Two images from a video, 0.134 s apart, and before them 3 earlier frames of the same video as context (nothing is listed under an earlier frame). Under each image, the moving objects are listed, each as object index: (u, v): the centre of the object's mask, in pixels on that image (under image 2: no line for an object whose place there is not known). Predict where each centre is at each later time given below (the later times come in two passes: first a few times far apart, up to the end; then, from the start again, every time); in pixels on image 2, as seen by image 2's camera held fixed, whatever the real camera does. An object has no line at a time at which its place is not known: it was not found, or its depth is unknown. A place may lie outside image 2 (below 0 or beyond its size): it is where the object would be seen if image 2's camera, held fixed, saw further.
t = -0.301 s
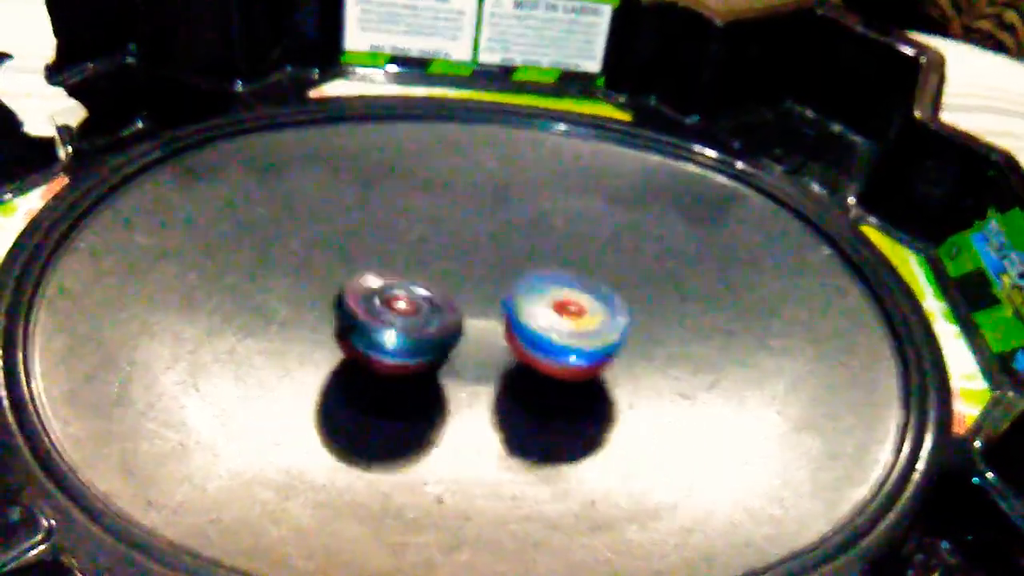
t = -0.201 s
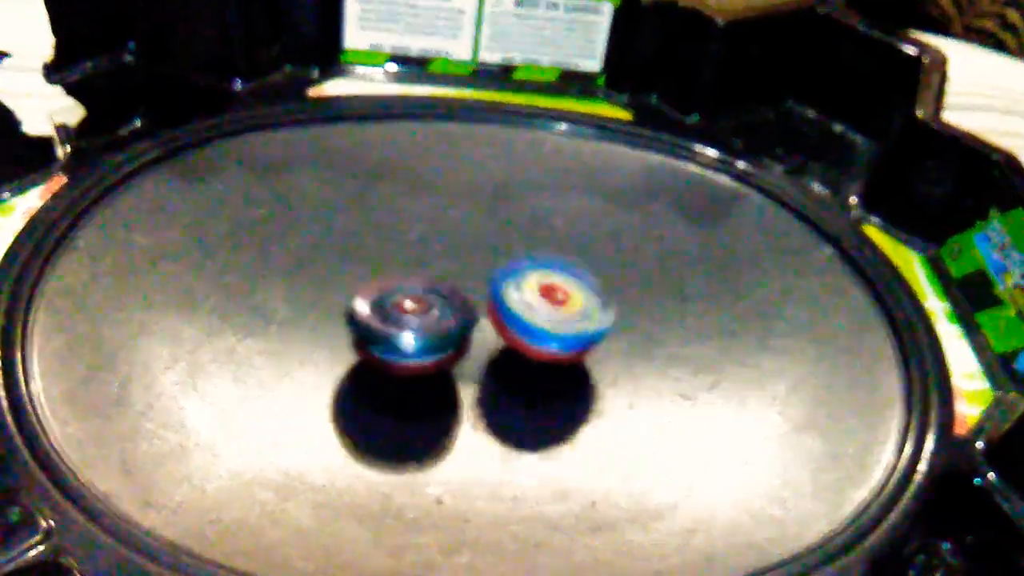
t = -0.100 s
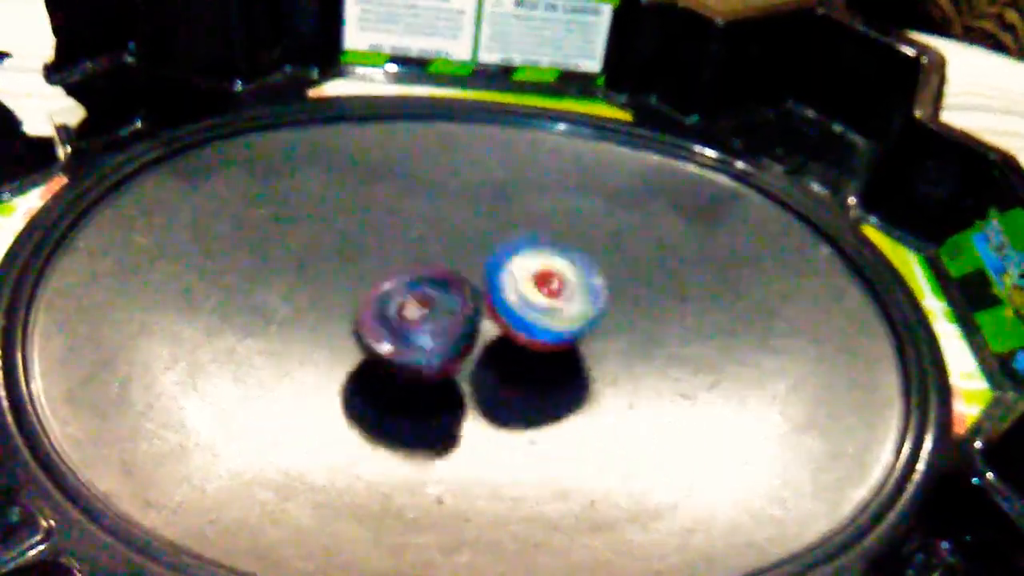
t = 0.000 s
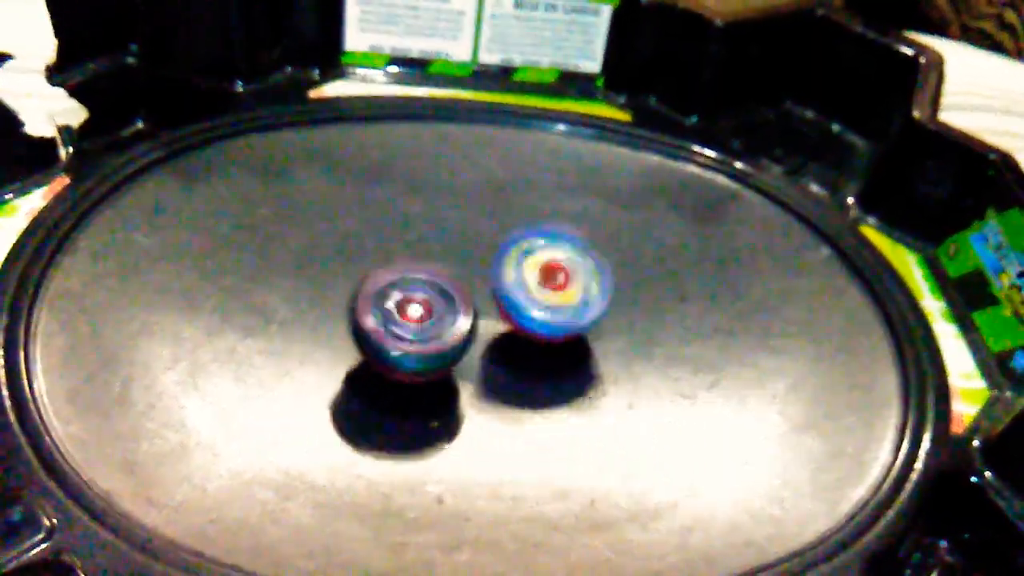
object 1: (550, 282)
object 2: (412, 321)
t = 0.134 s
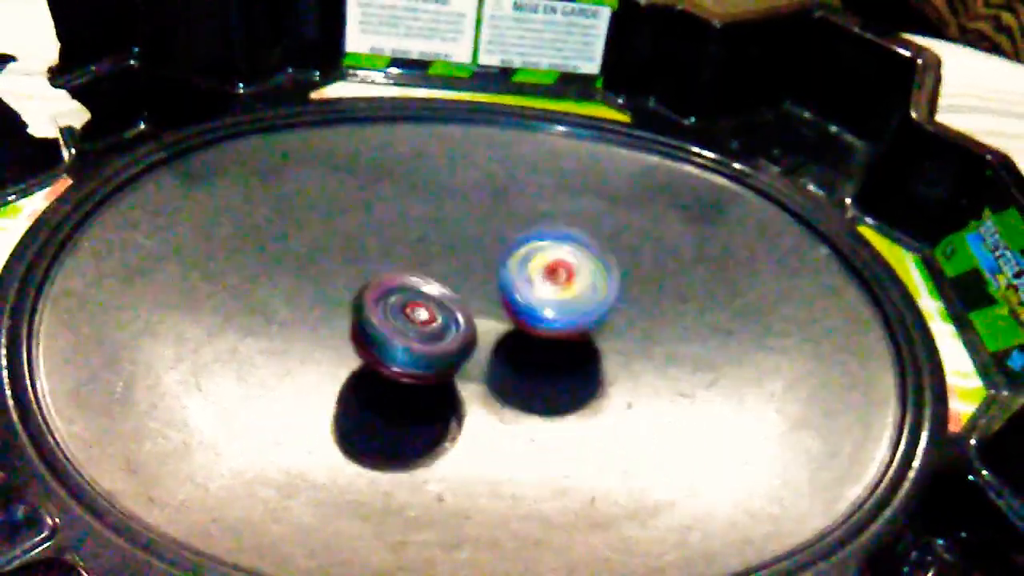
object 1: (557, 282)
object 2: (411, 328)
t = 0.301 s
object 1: (545, 304)
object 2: (419, 332)
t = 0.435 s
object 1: (583, 323)
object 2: (325, 350)
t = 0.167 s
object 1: (553, 287)
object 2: (412, 330)
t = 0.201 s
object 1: (551, 289)
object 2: (414, 326)
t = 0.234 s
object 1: (551, 292)
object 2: (415, 333)
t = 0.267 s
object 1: (550, 298)
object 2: (417, 332)
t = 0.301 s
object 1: (545, 304)
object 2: (419, 332)
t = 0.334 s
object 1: (562, 308)
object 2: (399, 321)
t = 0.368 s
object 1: (572, 315)
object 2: (375, 315)
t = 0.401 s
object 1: (574, 323)
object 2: (350, 328)
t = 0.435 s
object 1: (583, 323)
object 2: (325, 350)
